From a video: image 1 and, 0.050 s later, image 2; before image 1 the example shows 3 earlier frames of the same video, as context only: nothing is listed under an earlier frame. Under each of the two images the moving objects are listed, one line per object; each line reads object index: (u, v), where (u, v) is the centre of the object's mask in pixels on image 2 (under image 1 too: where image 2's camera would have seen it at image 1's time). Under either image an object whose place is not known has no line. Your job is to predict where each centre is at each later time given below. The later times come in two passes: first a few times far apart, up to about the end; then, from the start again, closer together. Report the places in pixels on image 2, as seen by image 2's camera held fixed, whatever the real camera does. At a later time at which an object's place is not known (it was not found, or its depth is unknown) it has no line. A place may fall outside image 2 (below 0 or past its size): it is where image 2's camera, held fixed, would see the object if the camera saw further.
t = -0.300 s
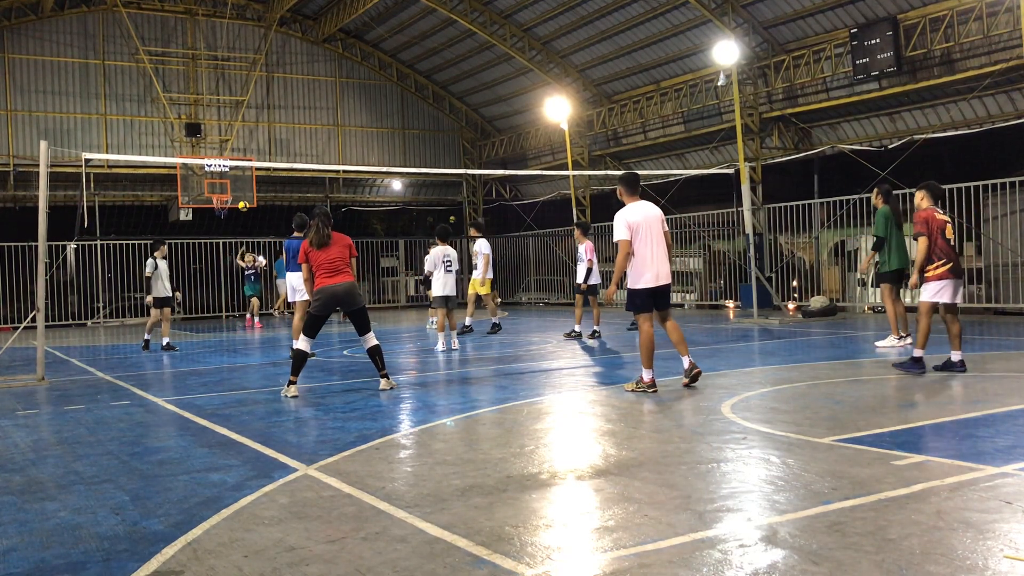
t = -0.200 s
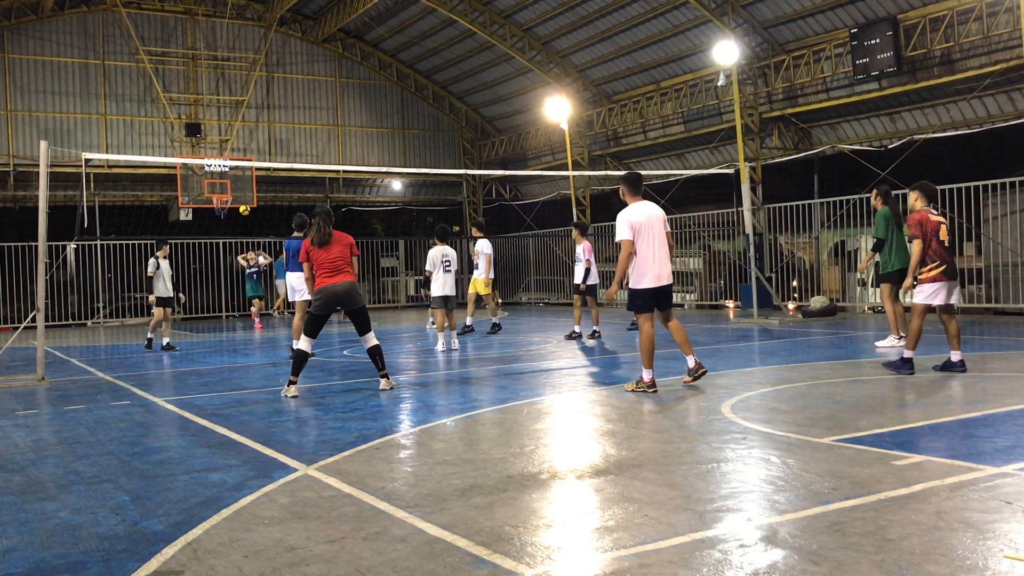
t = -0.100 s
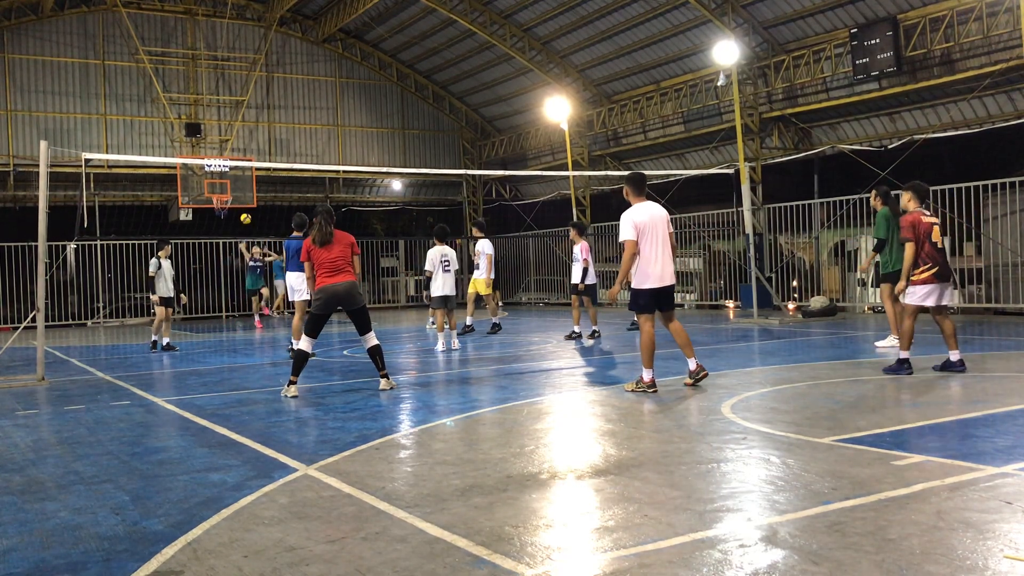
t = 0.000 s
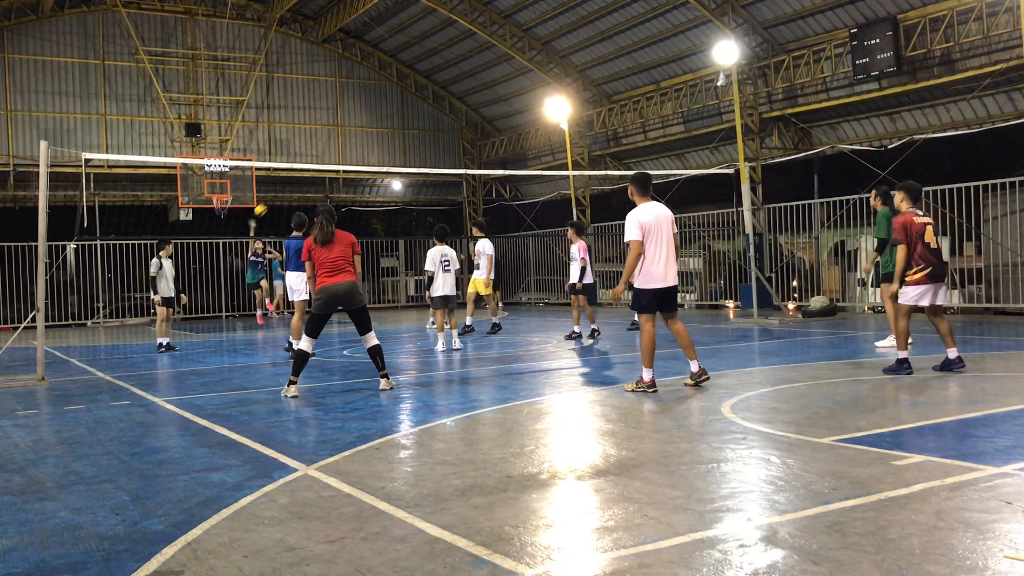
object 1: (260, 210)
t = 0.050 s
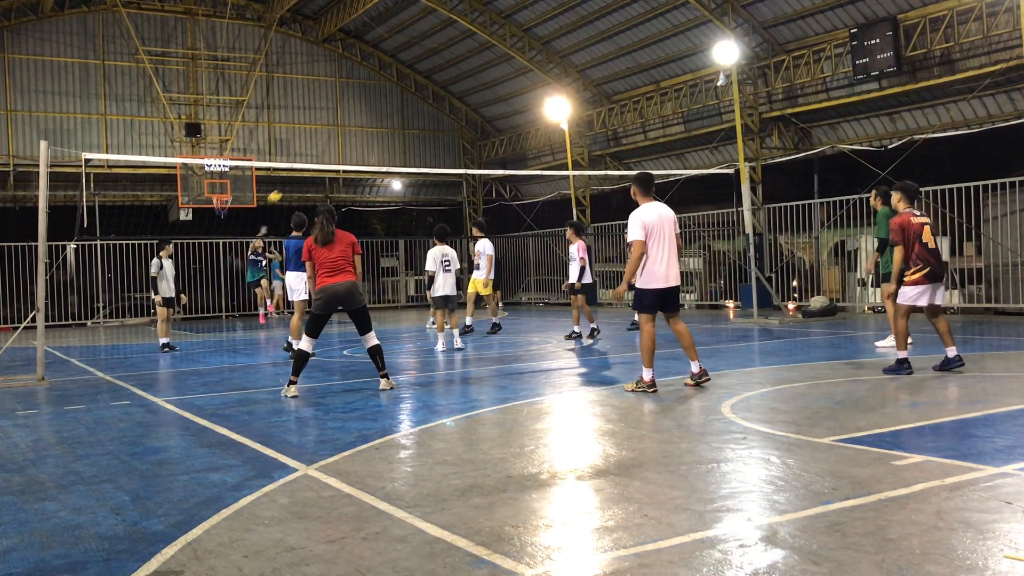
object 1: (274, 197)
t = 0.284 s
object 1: (348, 143)
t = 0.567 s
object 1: (464, 111)
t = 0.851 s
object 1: (619, 128)
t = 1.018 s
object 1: (740, 175)
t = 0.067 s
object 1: (279, 192)
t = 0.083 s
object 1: (284, 188)
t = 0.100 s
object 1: (290, 184)
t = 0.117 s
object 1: (294, 180)
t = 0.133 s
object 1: (300, 176)
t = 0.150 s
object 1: (305, 172)
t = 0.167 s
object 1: (310, 168)
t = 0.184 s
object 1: (317, 161)
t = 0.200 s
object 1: (322, 159)
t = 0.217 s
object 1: (327, 156)
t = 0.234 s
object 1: (332, 152)
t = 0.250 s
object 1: (338, 148)
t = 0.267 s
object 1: (343, 146)
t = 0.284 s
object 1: (348, 143)
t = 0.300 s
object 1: (354, 140)
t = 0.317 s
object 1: (361, 137)
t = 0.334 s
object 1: (367, 134)
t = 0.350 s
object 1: (373, 132)
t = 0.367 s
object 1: (379, 129)
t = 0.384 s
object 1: (386, 127)
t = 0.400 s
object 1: (392, 125)
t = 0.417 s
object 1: (399, 123)
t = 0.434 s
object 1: (406, 121)
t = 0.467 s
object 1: (419, 117)
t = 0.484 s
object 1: (426, 116)
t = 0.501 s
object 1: (433, 115)
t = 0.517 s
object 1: (441, 114)
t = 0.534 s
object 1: (448, 113)
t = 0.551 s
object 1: (456, 112)
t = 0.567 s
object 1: (464, 111)
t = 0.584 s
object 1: (472, 110)
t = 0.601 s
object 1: (479, 110)
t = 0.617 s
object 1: (488, 110)
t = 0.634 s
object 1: (496, 110)
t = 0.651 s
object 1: (504, 110)
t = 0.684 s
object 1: (521, 110)
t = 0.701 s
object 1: (530, 111)
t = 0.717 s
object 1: (536, 111)
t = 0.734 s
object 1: (543, 113)
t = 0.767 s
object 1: (571, 117)
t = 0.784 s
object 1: (578, 118)
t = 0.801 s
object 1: (587, 120)
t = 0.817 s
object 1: (597, 122)
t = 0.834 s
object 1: (607, 125)
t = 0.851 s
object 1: (619, 128)
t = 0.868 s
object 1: (629, 130)
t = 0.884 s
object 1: (641, 135)
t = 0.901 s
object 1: (652, 139)
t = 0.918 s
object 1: (663, 143)
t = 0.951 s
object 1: (687, 152)
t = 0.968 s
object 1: (701, 158)
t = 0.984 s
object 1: (712, 162)
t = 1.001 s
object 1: (726, 169)
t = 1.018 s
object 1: (740, 175)
